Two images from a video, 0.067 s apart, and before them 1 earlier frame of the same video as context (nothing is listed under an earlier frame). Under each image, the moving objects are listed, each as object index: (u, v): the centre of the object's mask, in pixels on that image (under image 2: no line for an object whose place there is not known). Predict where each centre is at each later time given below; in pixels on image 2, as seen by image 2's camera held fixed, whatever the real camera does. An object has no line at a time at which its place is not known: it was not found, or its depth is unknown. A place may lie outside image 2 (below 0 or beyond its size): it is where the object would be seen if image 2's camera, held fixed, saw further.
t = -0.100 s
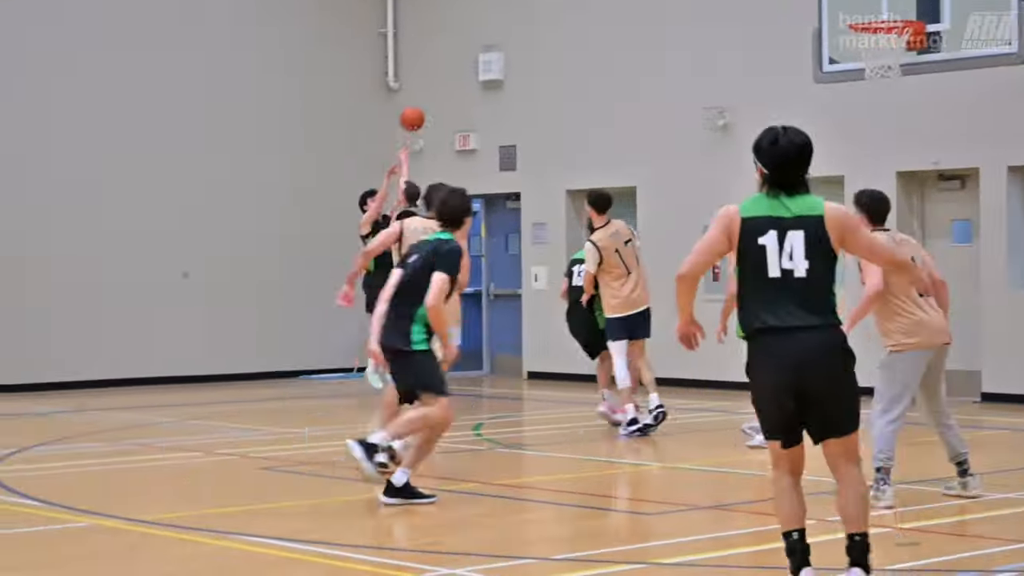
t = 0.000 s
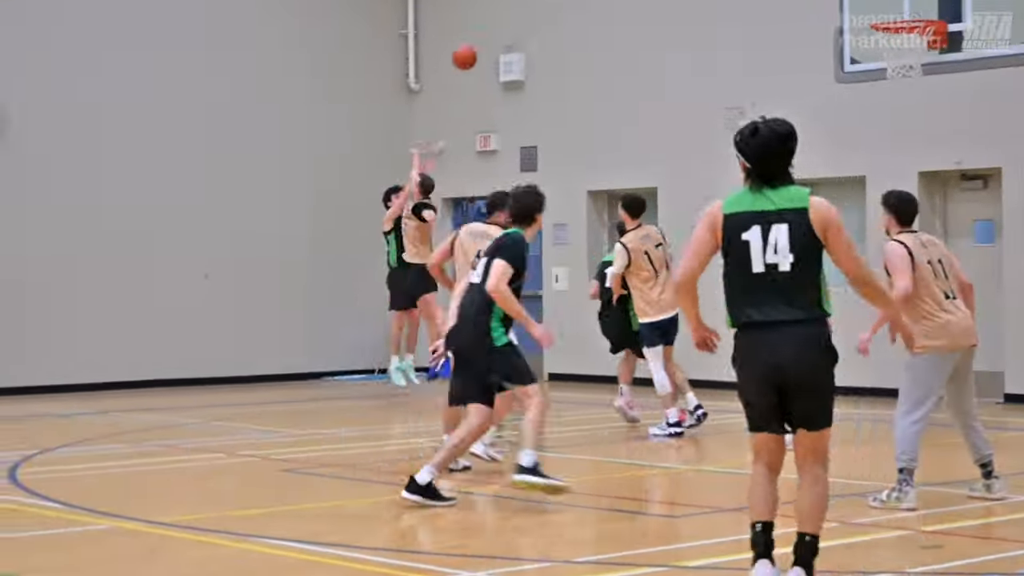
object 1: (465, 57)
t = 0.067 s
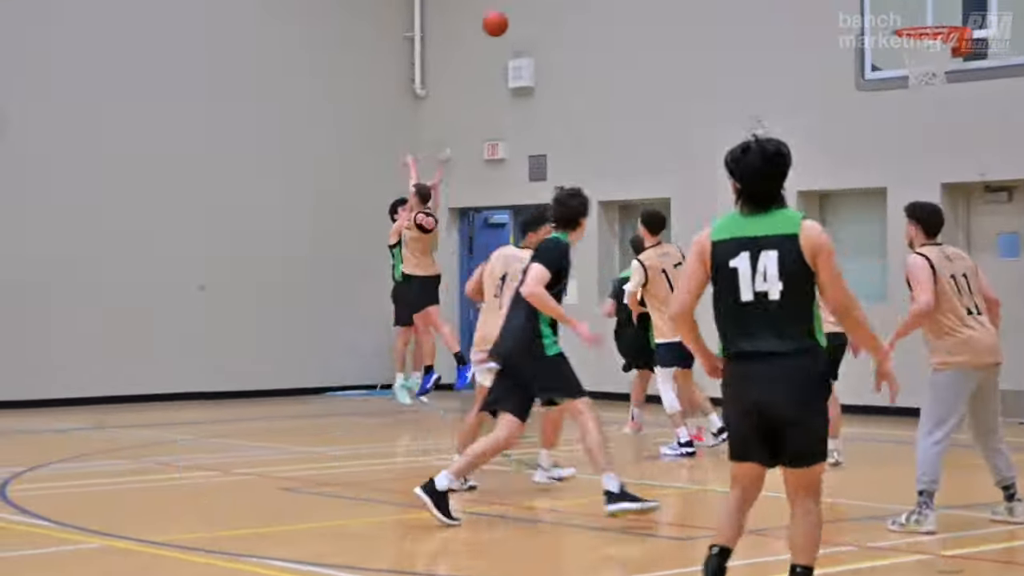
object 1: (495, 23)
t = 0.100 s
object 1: (506, 6)
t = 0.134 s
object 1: (518, -7)
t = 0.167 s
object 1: (531, -22)
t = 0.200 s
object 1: (543, -37)
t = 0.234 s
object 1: (556, -51)
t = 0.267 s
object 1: (569, -65)
